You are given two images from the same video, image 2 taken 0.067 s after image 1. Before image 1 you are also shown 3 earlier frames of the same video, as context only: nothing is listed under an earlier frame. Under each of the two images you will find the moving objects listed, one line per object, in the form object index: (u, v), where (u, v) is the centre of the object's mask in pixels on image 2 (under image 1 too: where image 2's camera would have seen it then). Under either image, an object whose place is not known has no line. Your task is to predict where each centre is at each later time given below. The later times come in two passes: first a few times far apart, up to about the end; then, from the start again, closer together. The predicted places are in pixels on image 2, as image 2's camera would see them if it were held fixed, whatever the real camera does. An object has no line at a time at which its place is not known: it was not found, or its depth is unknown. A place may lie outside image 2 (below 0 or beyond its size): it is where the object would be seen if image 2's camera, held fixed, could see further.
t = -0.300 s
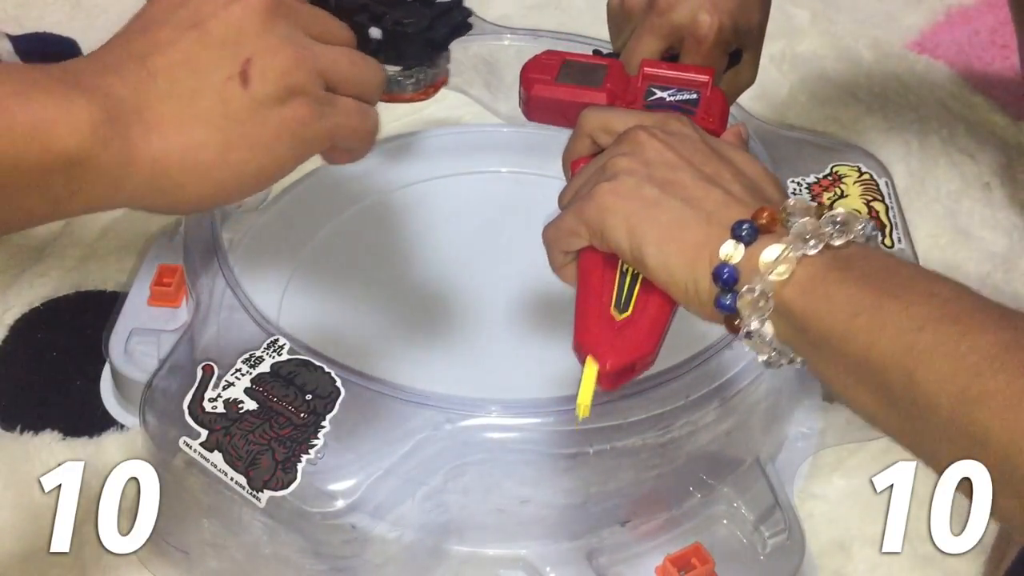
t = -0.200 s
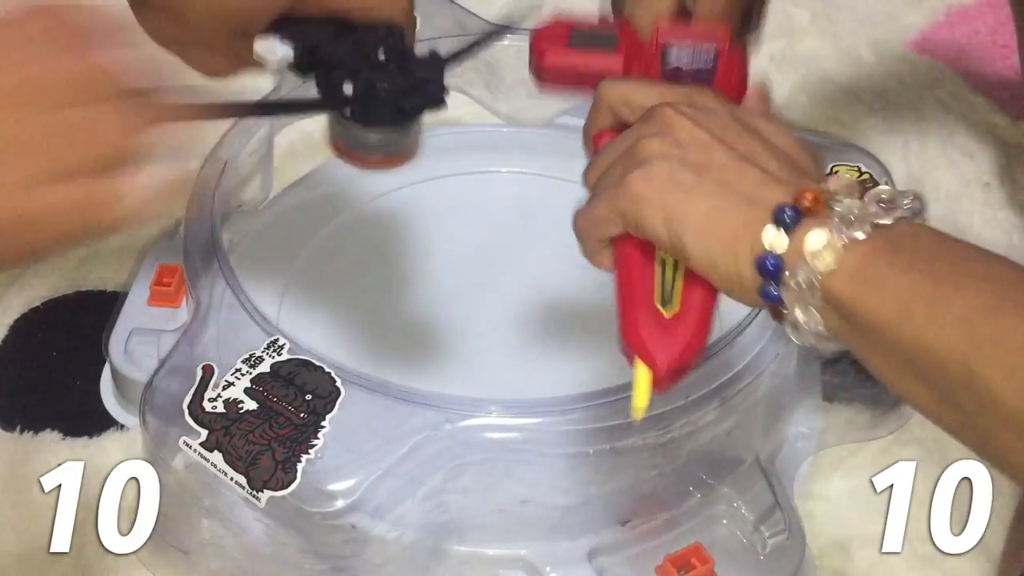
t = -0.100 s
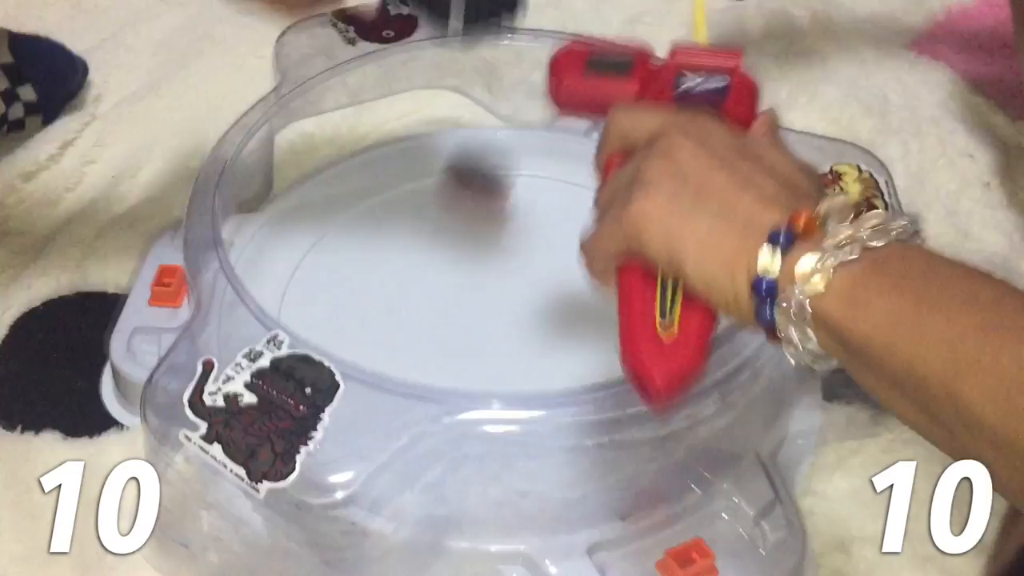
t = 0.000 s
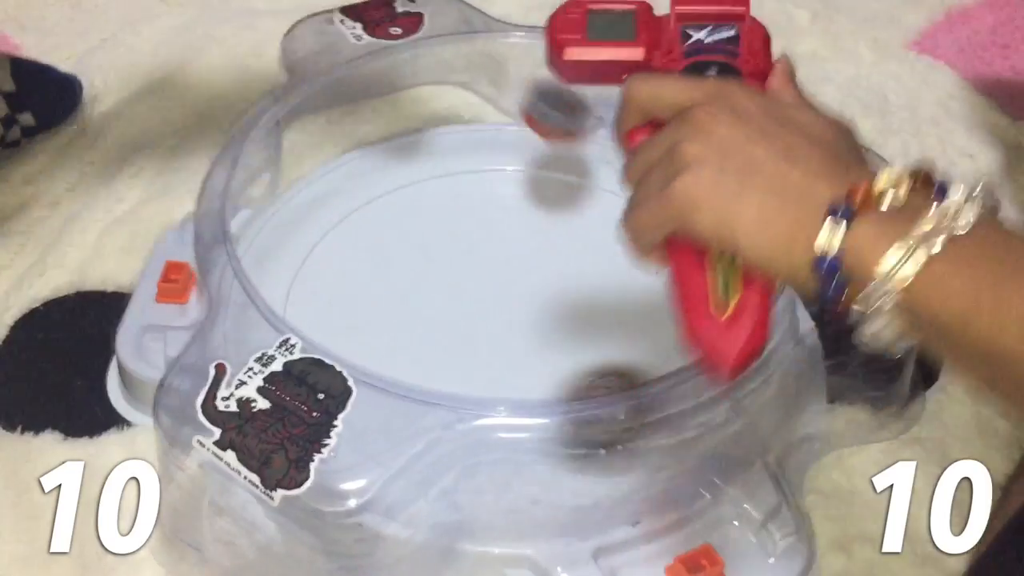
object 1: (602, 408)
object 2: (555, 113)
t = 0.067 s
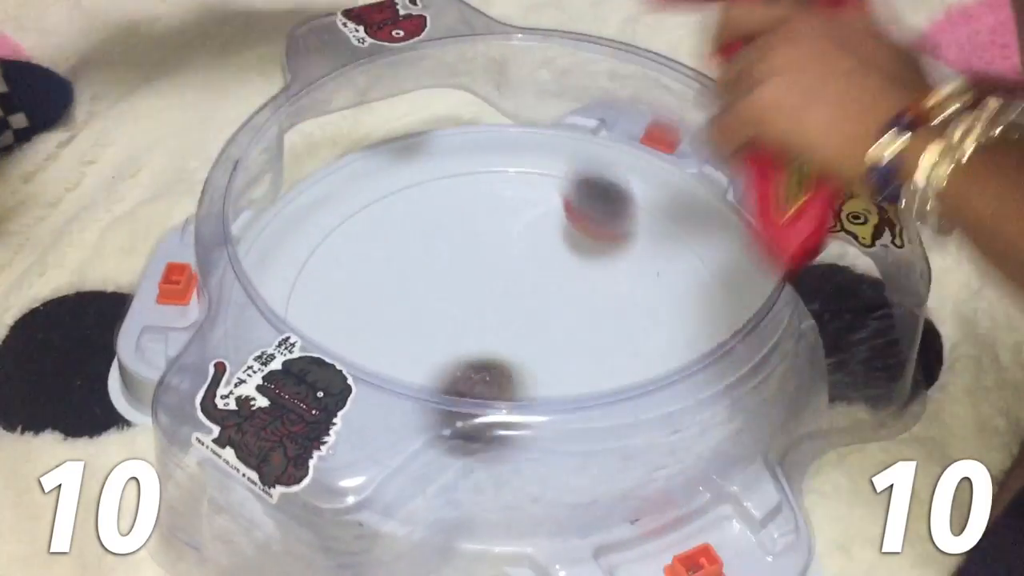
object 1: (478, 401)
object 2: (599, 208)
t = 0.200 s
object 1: (291, 311)
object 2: (631, 338)
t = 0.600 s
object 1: (529, 244)
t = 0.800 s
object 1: (656, 334)
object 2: (505, 255)
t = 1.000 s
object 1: (621, 372)
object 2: (486, 144)
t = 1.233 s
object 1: (505, 307)
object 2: (414, 154)
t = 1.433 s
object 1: (440, 294)
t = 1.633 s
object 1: (521, 393)
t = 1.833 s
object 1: (625, 378)
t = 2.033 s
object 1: (594, 360)
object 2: (619, 148)
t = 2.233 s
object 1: (484, 345)
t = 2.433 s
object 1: (436, 330)
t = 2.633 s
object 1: (450, 416)
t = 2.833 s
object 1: (571, 390)
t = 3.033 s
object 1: (541, 317)
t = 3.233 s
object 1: (386, 342)
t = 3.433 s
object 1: (387, 365)
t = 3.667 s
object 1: (475, 373)
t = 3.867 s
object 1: (490, 326)
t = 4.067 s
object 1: (463, 263)
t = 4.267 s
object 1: (414, 254)
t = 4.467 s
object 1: (377, 287)
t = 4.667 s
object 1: (402, 308)
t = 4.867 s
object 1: (505, 284)
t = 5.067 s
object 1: (537, 239)
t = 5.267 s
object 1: (482, 242)
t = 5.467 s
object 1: (455, 224)
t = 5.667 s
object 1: (500, 260)
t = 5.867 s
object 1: (558, 288)
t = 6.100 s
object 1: (582, 256)
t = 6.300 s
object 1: (565, 252)
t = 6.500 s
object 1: (658, 254)
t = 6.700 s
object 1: (595, 264)
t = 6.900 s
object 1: (552, 302)
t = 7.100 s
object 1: (596, 339)
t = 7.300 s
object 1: (564, 323)
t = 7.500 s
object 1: (517, 339)
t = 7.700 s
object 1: (517, 365)
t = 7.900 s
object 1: (511, 365)
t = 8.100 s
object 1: (476, 311)
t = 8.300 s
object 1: (476, 282)
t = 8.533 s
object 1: (455, 302)
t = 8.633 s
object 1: (452, 307)
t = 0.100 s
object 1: (420, 386)
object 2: (612, 234)
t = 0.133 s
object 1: (375, 350)
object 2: (622, 273)
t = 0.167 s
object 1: (334, 329)
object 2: (629, 305)
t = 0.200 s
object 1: (291, 311)
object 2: (631, 338)
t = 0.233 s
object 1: (263, 285)
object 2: (627, 370)
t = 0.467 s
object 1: (395, 220)
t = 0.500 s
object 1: (428, 224)
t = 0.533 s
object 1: (461, 227)
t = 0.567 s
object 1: (496, 233)
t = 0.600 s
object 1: (529, 244)
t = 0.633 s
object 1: (559, 255)
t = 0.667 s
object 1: (587, 267)
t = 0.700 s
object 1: (612, 283)
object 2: (479, 333)
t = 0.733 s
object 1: (632, 301)
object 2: (490, 308)
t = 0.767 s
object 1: (647, 319)
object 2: (499, 283)
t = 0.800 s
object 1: (656, 334)
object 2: (505, 255)
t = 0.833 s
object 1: (659, 343)
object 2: (508, 229)
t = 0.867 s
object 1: (659, 357)
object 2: (507, 204)
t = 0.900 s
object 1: (655, 367)
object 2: (505, 180)
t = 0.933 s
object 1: (646, 371)
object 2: (499, 159)
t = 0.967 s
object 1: (635, 372)
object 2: (493, 147)
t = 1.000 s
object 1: (621, 372)
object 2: (486, 144)
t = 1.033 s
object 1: (605, 364)
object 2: (478, 142)
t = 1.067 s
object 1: (589, 361)
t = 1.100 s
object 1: (572, 348)
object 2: (457, 141)
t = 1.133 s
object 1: (554, 341)
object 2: (447, 142)
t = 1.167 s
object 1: (536, 329)
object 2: (436, 144)
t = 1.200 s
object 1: (521, 314)
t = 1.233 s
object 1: (505, 307)
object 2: (414, 154)
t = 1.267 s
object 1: (489, 298)
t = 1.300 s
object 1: (474, 287)
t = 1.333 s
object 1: (461, 284)
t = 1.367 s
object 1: (449, 280)
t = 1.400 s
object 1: (440, 281)
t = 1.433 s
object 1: (440, 294)
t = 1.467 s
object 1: (447, 312)
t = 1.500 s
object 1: (458, 326)
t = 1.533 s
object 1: (471, 351)
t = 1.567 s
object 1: (486, 363)
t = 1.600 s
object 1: (504, 373)
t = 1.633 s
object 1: (521, 393)
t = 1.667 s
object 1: (539, 398)
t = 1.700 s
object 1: (560, 402)
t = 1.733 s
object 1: (581, 402)
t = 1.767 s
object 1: (598, 399)
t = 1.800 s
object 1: (614, 391)
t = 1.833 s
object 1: (625, 378)
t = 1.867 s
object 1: (629, 359)
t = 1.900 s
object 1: (632, 350)
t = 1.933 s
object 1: (629, 352)
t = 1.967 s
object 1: (622, 356)
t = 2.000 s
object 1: (609, 359)
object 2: (628, 179)
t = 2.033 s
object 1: (594, 360)
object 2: (619, 148)
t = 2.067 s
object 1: (575, 361)
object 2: (608, 129)
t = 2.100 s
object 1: (554, 362)
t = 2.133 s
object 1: (534, 359)
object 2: (561, 145)
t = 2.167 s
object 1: (515, 354)
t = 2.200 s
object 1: (499, 348)
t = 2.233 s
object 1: (484, 345)
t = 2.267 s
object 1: (475, 336)
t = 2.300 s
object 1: (466, 334)
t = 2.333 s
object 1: (456, 329)
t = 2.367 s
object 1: (447, 325)
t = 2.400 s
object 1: (442, 321)
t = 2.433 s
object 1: (436, 330)
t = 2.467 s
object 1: (430, 348)
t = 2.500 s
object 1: (427, 360)
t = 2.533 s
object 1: (424, 378)
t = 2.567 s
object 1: (429, 392)
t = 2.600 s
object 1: (437, 406)
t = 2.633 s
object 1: (450, 416)
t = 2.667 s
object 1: (469, 425)
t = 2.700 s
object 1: (492, 429)
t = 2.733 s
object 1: (515, 427)
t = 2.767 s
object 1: (538, 420)
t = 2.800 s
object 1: (557, 408)
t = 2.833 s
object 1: (571, 390)
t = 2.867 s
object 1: (578, 369)
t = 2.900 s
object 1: (584, 351)
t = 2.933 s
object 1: (584, 329)
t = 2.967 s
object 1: (579, 309)
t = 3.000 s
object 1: (564, 306)
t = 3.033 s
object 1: (541, 317)
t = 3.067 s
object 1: (514, 325)
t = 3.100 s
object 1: (486, 331)
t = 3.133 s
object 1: (456, 338)
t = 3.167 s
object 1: (428, 340)
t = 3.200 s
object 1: (404, 342)
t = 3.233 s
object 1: (386, 342)
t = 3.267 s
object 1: (373, 343)
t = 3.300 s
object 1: (365, 346)
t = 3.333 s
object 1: (365, 345)
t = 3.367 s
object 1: (369, 348)
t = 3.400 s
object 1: (377, 352)
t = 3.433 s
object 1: (387, 365)
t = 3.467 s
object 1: (403, 371)
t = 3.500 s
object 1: (426, 366)
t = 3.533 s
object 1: (448, 369)
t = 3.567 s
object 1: (465, 369)
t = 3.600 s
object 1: (470, 372)
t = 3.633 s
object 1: (473, 373)
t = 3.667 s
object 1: (475, 373)
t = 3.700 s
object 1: (478, 371)
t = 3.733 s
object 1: (481, 367)
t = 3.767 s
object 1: (483, 360)
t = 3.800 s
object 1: (487, 349)
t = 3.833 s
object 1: (489, 338)
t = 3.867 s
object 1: (490, 326)
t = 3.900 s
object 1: (491, 316)
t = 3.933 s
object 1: (489, 305)
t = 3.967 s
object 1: (484, 293)
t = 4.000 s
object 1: (478, 280)
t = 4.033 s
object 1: (471, 272)
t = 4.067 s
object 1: (463, 263)
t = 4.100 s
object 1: (456, 256)
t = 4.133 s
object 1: (448, 253)
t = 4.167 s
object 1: (439, 249)
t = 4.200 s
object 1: (429, 248)
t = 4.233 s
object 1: (420, 249)
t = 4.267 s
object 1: (414, 254)
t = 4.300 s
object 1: (411, 262)
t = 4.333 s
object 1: (409, 273)
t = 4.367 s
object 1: (407, 285)
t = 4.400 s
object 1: (396, 287)
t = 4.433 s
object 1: (385, 286)
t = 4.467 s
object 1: (377, 287)
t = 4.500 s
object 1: (370, 290)
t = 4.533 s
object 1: (368, 293)
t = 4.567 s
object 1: (372, 298)
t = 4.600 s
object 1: (378, 303)
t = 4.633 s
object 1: (388, 306)
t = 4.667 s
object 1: (402, 308)
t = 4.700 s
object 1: (418, 308)
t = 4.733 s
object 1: (436, 305)
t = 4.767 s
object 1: (455, 301)
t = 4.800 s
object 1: (473, 296)
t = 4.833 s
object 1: (490, 291)
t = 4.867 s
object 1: (505, 284)
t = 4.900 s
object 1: (518, 275)
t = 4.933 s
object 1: (527, 266)
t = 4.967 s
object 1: (534, 259)
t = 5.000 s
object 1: (538, 253)
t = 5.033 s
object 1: (540, 247)
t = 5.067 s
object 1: (537, 239)
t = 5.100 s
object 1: (532, 235)
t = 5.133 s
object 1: (525, 234)
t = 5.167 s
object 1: (516, 235)
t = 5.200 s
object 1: (506, 236)
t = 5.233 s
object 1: (494, 238)
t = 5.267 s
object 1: (482, 242)
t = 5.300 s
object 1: (471, 246)
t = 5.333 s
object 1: (462, 239)
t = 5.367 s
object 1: (456, 233)
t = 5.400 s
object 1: (453, 228)
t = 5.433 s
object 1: (453, 225)
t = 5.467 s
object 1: (455, 224)
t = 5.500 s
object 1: (460, 225)
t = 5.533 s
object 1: (467, 229)
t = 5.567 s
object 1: (476, 234)
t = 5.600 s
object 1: (485, 241)
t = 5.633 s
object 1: (493, 250)
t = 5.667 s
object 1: (500, 260)
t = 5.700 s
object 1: (507, 269)
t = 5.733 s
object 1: (516, 276)
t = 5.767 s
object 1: (526, 282)
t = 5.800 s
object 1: (537, 286)
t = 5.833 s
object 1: (548, 288)
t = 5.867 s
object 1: (558, 288)
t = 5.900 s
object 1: (567, 287)
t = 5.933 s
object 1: (576, 285)
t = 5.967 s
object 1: (582, 281)
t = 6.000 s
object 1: (587, 276)
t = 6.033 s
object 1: (588, 269)
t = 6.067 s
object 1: (587, 262)
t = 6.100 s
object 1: (582, 256)
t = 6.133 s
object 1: (575, 252)
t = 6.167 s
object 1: (565, 248)
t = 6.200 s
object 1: (555, 249)
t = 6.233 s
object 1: (546, 250)
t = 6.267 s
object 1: (538, 254)
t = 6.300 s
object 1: (565, 252)
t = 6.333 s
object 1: (594, 249)
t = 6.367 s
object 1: (620, 248)
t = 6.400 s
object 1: (639, 249)
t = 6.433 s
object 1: (651, 250)
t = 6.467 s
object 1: (658, 251)
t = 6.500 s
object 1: (658, 254)
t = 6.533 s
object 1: (653, 256)
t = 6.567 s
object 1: (644, 258)
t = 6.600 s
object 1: (633, 260)
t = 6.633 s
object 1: (621, 261)
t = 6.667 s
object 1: (608, 263)
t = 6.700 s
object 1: (595, 264)
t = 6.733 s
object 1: (583, 267)
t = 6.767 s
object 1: (570, 272)
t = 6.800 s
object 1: (558, 277)
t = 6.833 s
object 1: (548, 284)
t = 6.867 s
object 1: (540, 293)
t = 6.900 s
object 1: (552, 302)
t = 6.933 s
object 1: (565, 313)
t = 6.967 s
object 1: (577, 322)
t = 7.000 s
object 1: (587, 330)
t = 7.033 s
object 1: (593, 335)
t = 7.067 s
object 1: (596, 338)
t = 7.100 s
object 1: (596, 339)
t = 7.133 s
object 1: (593, 338)
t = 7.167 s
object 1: (588, 336)
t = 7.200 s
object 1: (582, 332)
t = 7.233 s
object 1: (576, 327)
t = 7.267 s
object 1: (571, 325)
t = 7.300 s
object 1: (564, 323)
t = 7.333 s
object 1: (557, 322)
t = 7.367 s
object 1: (548, 323)
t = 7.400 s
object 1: (539, 325)
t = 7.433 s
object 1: (530, 329)
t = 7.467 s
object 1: (522, 334)
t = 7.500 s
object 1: (517, 339)
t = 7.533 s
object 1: (513, 344)
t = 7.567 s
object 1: (510, 350)
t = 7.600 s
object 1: (509, 355)
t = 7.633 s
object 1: (510, 359)
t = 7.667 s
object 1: (513, 363)
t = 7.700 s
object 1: (517, 365)
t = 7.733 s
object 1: (521, 366)
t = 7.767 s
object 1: (524, 367)
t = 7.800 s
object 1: (524, 368)
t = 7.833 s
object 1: (522, 368)
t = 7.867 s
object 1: (517, 367)
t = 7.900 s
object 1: (511, 365)
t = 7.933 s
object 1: (502, 360)
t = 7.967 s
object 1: (494, 352)
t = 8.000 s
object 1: (486, 342)
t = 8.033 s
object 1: (480, 332)
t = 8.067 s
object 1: (477, 321)
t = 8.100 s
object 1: (476, 311)
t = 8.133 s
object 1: (477, 302)
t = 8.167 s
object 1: (477, 295)
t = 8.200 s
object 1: (478, 290)
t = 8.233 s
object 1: (477, 286)
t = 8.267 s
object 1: (477, 283)
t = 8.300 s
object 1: (476, 282)
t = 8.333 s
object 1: (475, 282)
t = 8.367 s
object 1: (473, 284)
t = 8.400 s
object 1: (471, 288)
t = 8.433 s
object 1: (468, 292)
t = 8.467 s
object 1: (464, 295)
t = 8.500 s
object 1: (459, 299)
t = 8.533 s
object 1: (455, 302)
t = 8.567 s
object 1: (452, 305)
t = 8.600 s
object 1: (451, 306)
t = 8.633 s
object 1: (452, 307)
